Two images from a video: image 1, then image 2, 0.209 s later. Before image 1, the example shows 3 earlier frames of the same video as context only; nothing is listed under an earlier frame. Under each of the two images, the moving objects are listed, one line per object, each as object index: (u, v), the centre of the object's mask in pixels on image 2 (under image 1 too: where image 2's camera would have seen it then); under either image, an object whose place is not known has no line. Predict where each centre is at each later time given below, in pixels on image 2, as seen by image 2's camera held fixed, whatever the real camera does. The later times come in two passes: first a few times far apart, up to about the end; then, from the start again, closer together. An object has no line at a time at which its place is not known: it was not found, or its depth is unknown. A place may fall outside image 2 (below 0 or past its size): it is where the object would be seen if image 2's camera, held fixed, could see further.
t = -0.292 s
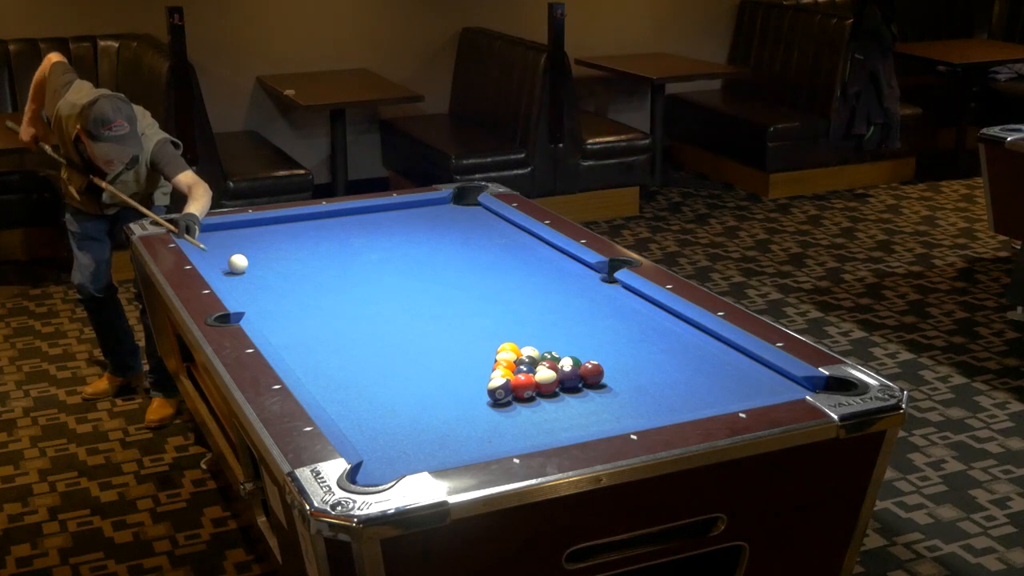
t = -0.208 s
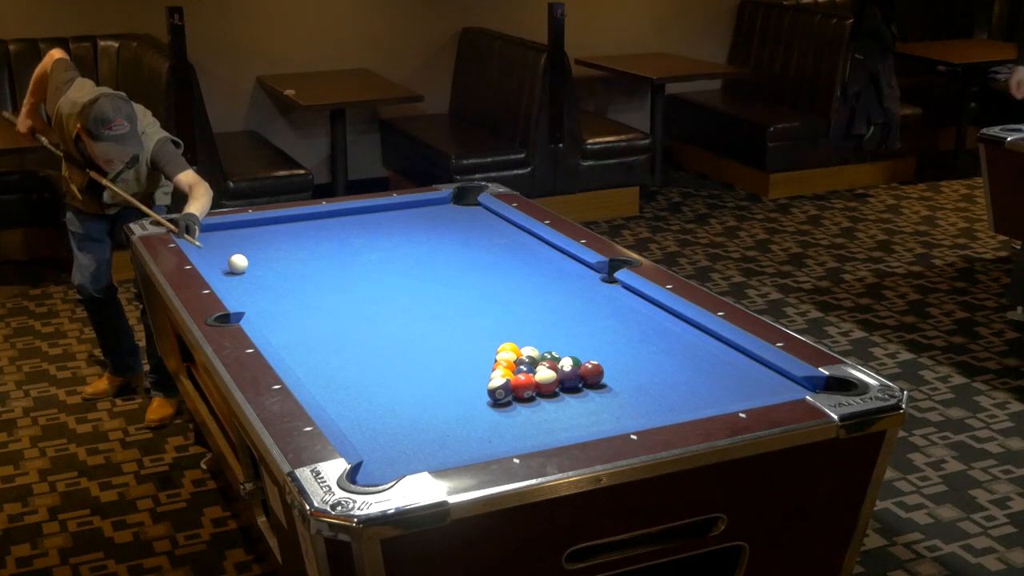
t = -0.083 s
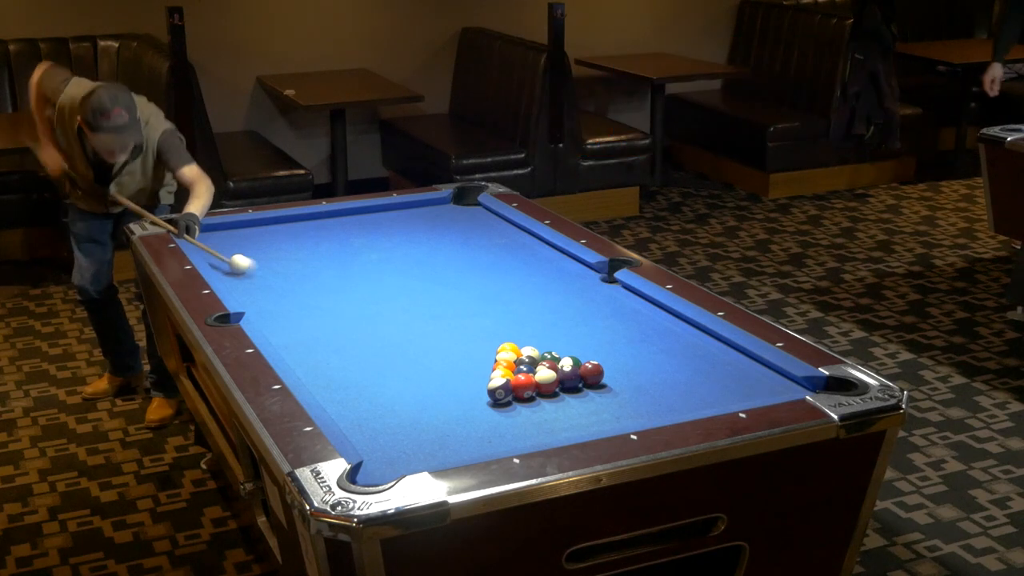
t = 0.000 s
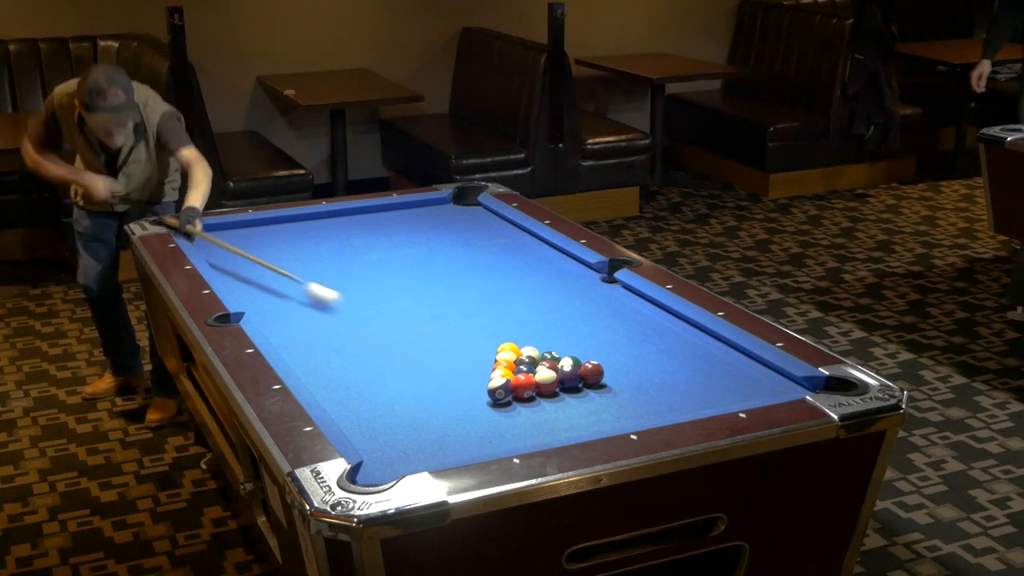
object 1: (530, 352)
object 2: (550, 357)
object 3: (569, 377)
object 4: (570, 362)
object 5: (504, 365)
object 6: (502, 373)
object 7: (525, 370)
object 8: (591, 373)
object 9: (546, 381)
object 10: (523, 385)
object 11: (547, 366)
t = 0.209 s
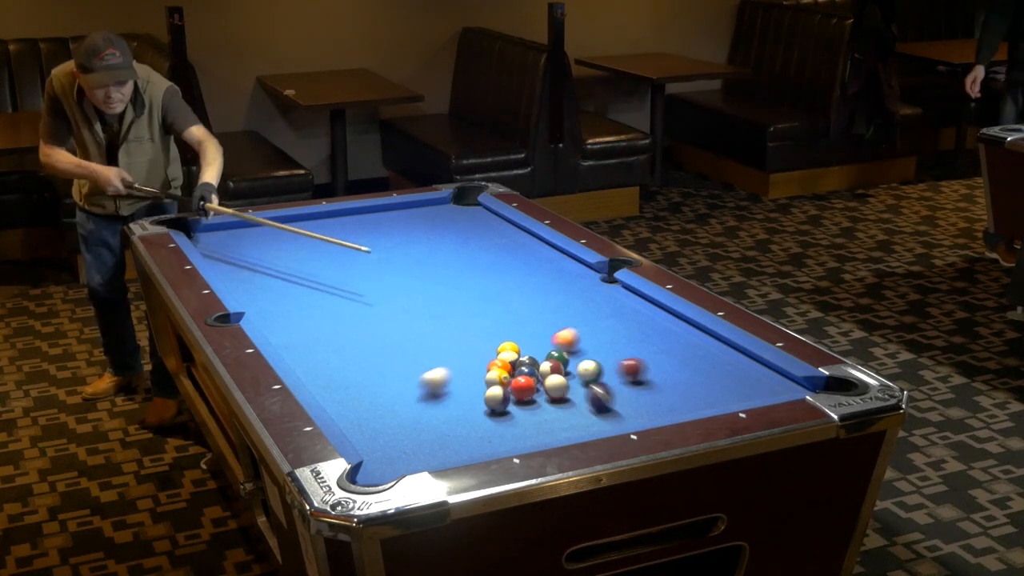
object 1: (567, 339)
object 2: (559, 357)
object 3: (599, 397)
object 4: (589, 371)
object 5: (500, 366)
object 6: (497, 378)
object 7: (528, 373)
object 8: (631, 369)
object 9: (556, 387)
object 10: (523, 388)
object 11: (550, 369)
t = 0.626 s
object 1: (584, 302)
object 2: (591, 352)
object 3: (615, 385)
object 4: (683, 390)
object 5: (475, 365)
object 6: (476, 381)
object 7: (534, 382)
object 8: (728, 370)
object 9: (577, 414)
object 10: (522, 400)
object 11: (565, 369)
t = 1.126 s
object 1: (436, 301)
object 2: (618, 331)
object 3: (624, 349)
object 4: (747, 390)
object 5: (453, 365)
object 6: (460, 382)
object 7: (536, 386)
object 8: (646, 399)
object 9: (551, 432)
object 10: (523, 411)
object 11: (577, 367)
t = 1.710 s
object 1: (276, 300)
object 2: (637, 305)
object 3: (643, 333)
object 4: (756, 370)
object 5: (441, 365)
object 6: (452, 381)
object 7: (536, 386)
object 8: (620, 384)
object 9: (512, 428)
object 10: (526, 415)
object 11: (577, 367)
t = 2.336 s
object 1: (289, 287)
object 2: (605, 294)
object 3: (657, 320)
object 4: (737, 361)
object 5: (439, 366)
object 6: (453, 381)
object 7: (536, 386)
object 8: (602, 370)
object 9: (482, 424)
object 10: (521, 418)
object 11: (577, 367)
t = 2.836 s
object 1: (325, 278)
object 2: (578, 290)
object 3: (664, 314)
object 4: (722, 359)
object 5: (439, 366)
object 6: (453, 381)
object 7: (536, 386)
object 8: (602, 364)
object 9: (467, 421)
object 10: (521, 418)
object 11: (575, 364)
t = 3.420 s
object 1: (356, 269)
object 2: (558, 287)
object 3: (659, 312)
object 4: (716, 358)
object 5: (439, 366)
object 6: (453, 380)
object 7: (536, 386)
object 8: (604, 363)
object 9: (461, 421)
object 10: (521, 418)
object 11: (574, 364)
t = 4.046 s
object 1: (379, 263)
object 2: (548, 285)
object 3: (659, 313)
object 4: (717, 358)
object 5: (439, 366)
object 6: (453, 381)
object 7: (536, 386)
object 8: (604, 363)
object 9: (461, 421)
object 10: (521, 418)
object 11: (574, 364)
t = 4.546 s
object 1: (389, 261)
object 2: (548, 285)
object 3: (659, 313)
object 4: (717, 358)
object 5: (439, 366)
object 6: (453, 381)
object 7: (536, 386)
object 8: (604, 363)
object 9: (461, 421)
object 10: (521, 418)
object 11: (574, 364)
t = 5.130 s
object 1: (392, 260)
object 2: (548, 285)
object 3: (659, 313)
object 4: (717, 358)
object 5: (439, 366)
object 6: (453, 381)
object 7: (536, 386)
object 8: (604, 363)
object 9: (461, 421)
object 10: (521, 418)
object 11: (574, 364)
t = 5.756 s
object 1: (392, 260)
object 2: (548, 285)
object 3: (659, 313)
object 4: (717, 358)
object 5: (439, 366)
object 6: (453, 380)
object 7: (536, 386)
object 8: (604, 363)
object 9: (461, 421)
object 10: (521, 418)
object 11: (574, 364)
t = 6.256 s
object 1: (392, 260)
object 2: (548, 285)
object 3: (659, 313)
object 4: (717, 358)
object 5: (439, 366)
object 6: (453, 380)
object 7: (536, 386)
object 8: (604, 363)
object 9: (461, 421)
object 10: (521, 418)
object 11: (574, 364)
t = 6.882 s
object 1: (392, 260)
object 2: (548, 285)
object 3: (659, 313)
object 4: (717, 358)
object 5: (439, 366)
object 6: (453, 380)
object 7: (536, 386)
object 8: (604, 363)
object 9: (461, 421)
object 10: (521, 418)
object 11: (574, 364)
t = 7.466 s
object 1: (392, 260)
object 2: (548, 285)
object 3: (659, 313)
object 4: (717, 358)
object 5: (439, 366)
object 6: (453, 380)
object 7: (536, 386)
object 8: (604, 363)
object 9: (461, 421)
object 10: (521, 418)
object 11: (574, 364)
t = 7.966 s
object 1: (392, 260)
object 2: (548, 285)
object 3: (659, 313)
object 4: (717, 358)
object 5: (439, 366)
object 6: (453, 380)
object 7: (536, 386)
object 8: (604, 363)
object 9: (461, 421)
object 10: (521, 418)
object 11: (574, 364)
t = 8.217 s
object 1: (392, 260)
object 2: (548, 285)
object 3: (659, 313)
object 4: (716, 358)
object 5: (439, 366)
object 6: (453, 380)
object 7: (536, 386)
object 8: (604, 363)
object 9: (461, 421)
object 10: (521, 418)
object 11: (574, 364)
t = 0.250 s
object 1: (584, 332)
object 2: (563, 357)
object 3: (616, 410)
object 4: (599, 373)
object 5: (497, 365)
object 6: (495, 379)
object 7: (529, 374)
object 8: (651, 368)
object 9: (560, 390)
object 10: (523, 389)
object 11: (552, 369)
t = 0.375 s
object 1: (627, 310)
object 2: (572, 356)
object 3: (625, 413)
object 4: (627, 379)
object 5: (489, 365)
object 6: (488, 381)
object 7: (530, 377)
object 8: (704, 363)
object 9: (575, 398)
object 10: (523, 393)
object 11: (557, 370)
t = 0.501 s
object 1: (624, 302)
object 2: (581, 354)
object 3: (614, 399)
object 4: (654, 384)
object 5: (482, 365)
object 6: (482, 381)
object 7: (532, 379)
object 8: (749, 361)
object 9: (582, 406)
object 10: (522, 397)
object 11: (562, 369)
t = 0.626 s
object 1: (584, 302)
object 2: (591, 352)
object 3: (615, 385)
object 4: (683, 390)
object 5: (475, 365)
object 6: (476, 381)
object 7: (534, 382)
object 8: (728, 370)
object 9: (577, 414)
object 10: (522, 400)
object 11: (565, 369)
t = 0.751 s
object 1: (546, 301)
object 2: (600, 350)
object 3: (616, 372)
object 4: (709, 395)
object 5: (469, 365)
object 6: (471, 382)
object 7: (535, 383)
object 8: (706, 375)
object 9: (573, 422)
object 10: (524, 400)
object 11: (569, 368)
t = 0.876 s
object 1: (509, 301)
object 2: (607, 345)
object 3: (616, 360)
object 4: (736, 396)
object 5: (463, 365)
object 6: (466, 382)
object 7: (536, 384)
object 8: (685, 387)
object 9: (567, 428)
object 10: (522, 406)
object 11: (572, 368)
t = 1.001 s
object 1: (472, 301)
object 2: (612, 337)
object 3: (619, 353)
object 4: (744, 394)
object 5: (458, 365)
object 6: (463, 382)
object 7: (536, 386)
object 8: (664, 397)
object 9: (562, 431)
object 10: (522, 408)
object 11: (575, 367)
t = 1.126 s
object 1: (436, 301)
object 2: (618, 331)
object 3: (624, 349)
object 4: (747, 390)
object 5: (453, 365)
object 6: (460, 382)
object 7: (536, 386)
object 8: (646, 399)
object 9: (551, 432)
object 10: (523, 411)
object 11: (577, 367)
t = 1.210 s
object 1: (412, 300)
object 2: (621, 327)
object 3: (627, 346)
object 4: (748, 388)
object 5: (451, 365)
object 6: (458, 382)
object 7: (536, 386)
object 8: (642, 397)
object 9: (545, 432)
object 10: (523, 412)
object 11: (577, 367)
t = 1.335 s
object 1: (377, 300)
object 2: (626, 322)
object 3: (632, 342)
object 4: (750, 383)
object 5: (447, 365)
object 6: (455, 382)
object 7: (536, 386)
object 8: (636, 393)
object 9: (536, 432)
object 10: (522, 413)
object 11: (578, 367)
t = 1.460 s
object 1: (343, 300)
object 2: (630, 316)
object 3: (636, 339)
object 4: (752, 378)
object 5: (445, 366)
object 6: (454, 382)
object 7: (536, 386)
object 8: (631, 390)
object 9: (527, 430)
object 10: (522, 412)
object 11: (578, 367)
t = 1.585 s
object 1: (310, 300)
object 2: (633, 310)
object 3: (639, 336)
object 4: (754, 374)
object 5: (443, 366)
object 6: (453, 381)
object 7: (536, 386)
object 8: (625, 387)
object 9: (520, 429)
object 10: (525, 412)
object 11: (577, 367)
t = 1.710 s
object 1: (276, 300)
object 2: (637, 305)
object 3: (643, 333)
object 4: (756, 370)
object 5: (441, 365)
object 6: (452, 381)
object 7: (536, 386)
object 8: (620, 384)
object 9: (512, 428)
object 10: (526, 415)
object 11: (577, 367)
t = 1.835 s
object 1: (246, 299)
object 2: (640, 299)
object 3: (646, 330)
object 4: (757, 366)
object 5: (440, 365)
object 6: (453, 381)
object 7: (536, 386)
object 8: (616, 381)
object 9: (505, 427)
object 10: (524, 417)
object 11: (577, 367)
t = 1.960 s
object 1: (257, 296)
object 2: (630, 298)
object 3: (649, 327)
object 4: (754, 364)
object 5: (439, 366)
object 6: (453, 381)
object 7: (536, 386)
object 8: (613, 378)
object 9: (498, 426)
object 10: (522, 418)
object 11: (577, 365)
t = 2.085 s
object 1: (269, 293)
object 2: (621, 297)
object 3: (652, 325)
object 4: (748, 363)
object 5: (439, 366)
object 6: (453, 381)
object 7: (536, 386)
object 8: (609, 375)
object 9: (492, 425)
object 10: (521, 418)
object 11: (578, 366)
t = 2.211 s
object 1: (279, 290)
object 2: (613, 295)
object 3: (654, 322)
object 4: (742, 362)
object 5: (439, 366)
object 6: (453, 381)
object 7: (536, 386)
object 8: (605, 372)
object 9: (487, 424)
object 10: (521, 418)
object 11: (577, 367)
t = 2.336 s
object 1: (289, 287)
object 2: (605, 294)
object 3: (657, 320)
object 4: (737, 361)
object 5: (439, 366)
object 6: (453, 381)
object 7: (536, 386)
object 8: (602, 370)
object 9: (482, 424)
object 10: (521, 418)
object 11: (577, 367)
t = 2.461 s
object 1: (299, 285)
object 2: (597, 293)
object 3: (658, 319)
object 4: (733, 361)
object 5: (439, 366)
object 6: (453, 381)
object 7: (536, 386)
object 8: (601, 368)
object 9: (477, 423)
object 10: (521, 418)
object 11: (576, 366)
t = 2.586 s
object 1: (308, 283)
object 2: (590, 292)
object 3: (661, 316)
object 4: (728, 360)
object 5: (439, 366)
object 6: (453, 381)
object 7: (536, 386)
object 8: (601, 367)
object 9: (474, 422)
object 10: (521, 418)
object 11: (575, 366)
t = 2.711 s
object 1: (317, 280)
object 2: (584, 291)
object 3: (662, 315)
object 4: (725, 359)
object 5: (439, 366)
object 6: (453, 381)
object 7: (536, 386)
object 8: (602, 365)
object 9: (470, 422)
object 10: (521, 418)
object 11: (575, 365)
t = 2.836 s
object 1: (325, 278)
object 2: (578, 290)
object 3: (664, 314)
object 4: (722, 359)
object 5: (439, 366)
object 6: (453, 381)
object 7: (536, 386)
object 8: (602, 364)
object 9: (467, 421)
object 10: (521, 418)
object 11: (575, 364)
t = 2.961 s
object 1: (333, 276)
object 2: (573, 290)
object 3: (664, 313)
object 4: (720, 358)
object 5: (439, 366)
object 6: (453, 381)
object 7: (536, 386)
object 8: (603, 363)
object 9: (465, 421)
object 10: (521, 418)
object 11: (574, 364)
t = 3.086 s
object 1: (339, 274)
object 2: (568, 289)
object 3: (662, 313)
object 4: (718, 358)
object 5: (439, 366)
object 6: (453, 381)
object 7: (536, 386)
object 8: (603, 363)
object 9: (463, 421)
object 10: (521, 418)
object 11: (574, 364)
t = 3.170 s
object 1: (343, 273)
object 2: (565, 288)
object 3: (661, 313)
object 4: (717, 358)
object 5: (439, 366)
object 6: (453, 381)
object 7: (536, 386)
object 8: (604, 363)
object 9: (462, 421)
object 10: (521, 418)
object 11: (574, 364)
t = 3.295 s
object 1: (350, 271)
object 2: (561, 288)
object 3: (660, 313)
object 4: (716, 357)
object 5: (439, 366)
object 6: (453, 380)
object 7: (536, 386)
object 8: (604, 363)
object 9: (461, 421)
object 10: (521, 418)
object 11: (574, 364)
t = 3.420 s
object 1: (356, 269)
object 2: (558, 287)
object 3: (659, 312)
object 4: (716, 358)
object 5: (439, 366)
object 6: (453, 380)
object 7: (536, 386)
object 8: (604, 363)
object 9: (461, 421)
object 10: (521, 418)
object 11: (574, 364)
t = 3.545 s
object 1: (361, 268)
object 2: (555, 286)
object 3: (659, 312)
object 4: (717, 358)
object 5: (439, 366)
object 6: (453, 380)
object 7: (536, 386)
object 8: (604, 363)
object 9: (461, 421)
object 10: (521, 418)
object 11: (574, 364)
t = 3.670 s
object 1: (366, 267)
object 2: (552, 286)
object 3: (659, 313)
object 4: (717, 358)
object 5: (439, 366)
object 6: (453, 380)
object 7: (536, 386)
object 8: (604, 363)
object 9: (461, 421)
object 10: (521, 418)
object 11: (574, 364)
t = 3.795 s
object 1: (370, 265)
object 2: (551, 286)
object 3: (659, 312)
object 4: (717, 358)
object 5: (439, 366)
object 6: (453, 380)
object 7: (536, 386)
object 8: (604, 363)
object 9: (461, 421)
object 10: (521, 418)
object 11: (574, 364)
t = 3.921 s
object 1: (375, 264)
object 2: (549, 285)
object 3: (659, 312)
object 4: (717, 358)
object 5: (439, 366)
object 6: (453, 381)
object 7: (536, 386)
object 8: (604, 363)
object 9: (461, 421)
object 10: (521, 418)
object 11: (574, 364)
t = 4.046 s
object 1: (379, 263)
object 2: (548, 285)
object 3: (659, 313)
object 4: (717, 358)
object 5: (439, 366)
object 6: (453, 381)
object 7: (536, 386)
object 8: (604, 363)
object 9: (461, 421)
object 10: (521, 418)
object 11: (574, 364)
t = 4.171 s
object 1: (382, 263)
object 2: (548, 285)
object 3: (659, 313)
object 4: (717, 358)
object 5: (439, 366)
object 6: (453, 381)
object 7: (536, 386)
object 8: (603, 363)
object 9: (461, 421)
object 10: (521, 418)
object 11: (574, 364)
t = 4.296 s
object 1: (384, 262)
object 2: (548, 285)
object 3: (659, 313)
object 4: (717, 358)
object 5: (439, 366)
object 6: (453, 381)
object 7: (536, 386)
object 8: (604, 363)
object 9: (461, 421)
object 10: (521, 418)
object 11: (574, 364)
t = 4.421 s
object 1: (387, 261)
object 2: (548, 285)
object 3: (659, 313)
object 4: (717, 358)
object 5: (439, 366)
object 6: (453, 381)
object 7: (536, 386)
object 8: (604, 363)
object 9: (461, 421)
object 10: (521, 418)
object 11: (574, 364)
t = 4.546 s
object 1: (389, 261)
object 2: (548, 285)
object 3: (659, 313)
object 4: (717, 358)
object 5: (439, 366)
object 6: (453, 381)
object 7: (536, 386)
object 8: (604, 363)
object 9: (461, 421)
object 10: (521, 418)
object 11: (574, 364)
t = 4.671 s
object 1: (391, 260)
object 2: (548, 285)
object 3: (659, 313)
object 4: (717, 358)
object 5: (439, 366)
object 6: (453, 381)
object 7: (536, 386)
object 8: (604, 363)
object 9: (461, 421)
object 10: (521, 418)
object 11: (574, 364)
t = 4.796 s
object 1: (392, 260)
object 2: (548, 285)
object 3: (659, 313)
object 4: (717, 358)
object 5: (439, 366)
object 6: (453, 381)
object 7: (536, 386)
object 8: (604, 363)
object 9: (461, 421)
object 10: (521, 418)
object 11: (574, 364)
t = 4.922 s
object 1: (393, 260)
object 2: (548, 285)
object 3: (659, 313)
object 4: (717, 358)
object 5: (439, 366)
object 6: (453, 381)
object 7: (536, 386)
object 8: (604, 363)
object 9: (461, 421)
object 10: (521, 418)
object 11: (574, 364)
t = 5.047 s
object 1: (392, 260)
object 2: (548, 285)
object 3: (659, 313)
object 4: (717, 358)
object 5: (439, 366)
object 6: (453, 381)
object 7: (536, 386)
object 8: (604, 363)
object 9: (461, 421)
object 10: (521, 418)
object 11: (574, 364)
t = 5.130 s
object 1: (392, 260)
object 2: (548, 285)
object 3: (659, 313)
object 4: (717, 358)
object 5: (439, 366)
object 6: (453, 381)
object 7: (536, 386)
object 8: (604, 363)
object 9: (461, 421)
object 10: (521, 418)
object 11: (574, 364)
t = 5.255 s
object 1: (392, 260)
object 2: (548, 285)
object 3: (659, 313)
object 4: (717, 358)
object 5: (439, 366)
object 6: (453, 381)
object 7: (536, 386)
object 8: (604, 363)
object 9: (461, 421)
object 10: (521, 418)
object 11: (574, 364)
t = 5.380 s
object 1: (392, 260)
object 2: (548, 285)
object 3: (659, 313)
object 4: (717, 358)
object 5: (439, 366)
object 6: (453, 381)
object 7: (536, 386)
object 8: (604, 363)
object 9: (461, 421)
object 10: (521, 418)
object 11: (574, 364)
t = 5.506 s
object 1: (392, 260)
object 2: (548, 285)
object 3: (659, 313)
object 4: (717, 358)
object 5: (439, 366)
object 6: (453, 381)
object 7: (536, 386)
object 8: (604, 363)
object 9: (461, 421)
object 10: (521, 418)
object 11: (574, 364)
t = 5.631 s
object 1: (392, 260)
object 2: (548, 285)
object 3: (659, 313)
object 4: (717, 358)
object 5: (439, 366)
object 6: (453, 381)
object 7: (536, 386)
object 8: (604, 363)
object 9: (461, 421)
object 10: (521, 418)
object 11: (574, 364)
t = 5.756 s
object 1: (392, 260)
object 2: (548, 285)
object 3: (659, 313)
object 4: (717, 358)
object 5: (439, 366)
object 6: (453, 380)
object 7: (536, 386)
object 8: (604, 363)
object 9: (461, 421)
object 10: (521, 418)
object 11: (574, 364)
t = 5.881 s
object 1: (392, 260)
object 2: (548, 285)
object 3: (659, 313)
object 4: (717, 358)
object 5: (439, 366)
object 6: (453, 380)
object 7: (536, 386)
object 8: (604, 363)
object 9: (461, 421)
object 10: (521, 418)
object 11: (574, 364)
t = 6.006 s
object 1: (392, 260)
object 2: (548, 285)
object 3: (659, 313)
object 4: (717, 358)
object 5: (439, 366)
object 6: (453, 380)
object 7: (536, 386)
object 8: (604, 363)
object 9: (461, 421)
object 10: (521, 418)
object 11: (574, 364)
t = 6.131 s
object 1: (392, 260)
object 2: (548, 285)
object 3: (659, 313)
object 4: (717, 358)
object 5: (439, 366)
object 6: (453, 380)
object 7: (536, 386)
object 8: (604, 363)
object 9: (461, 421)
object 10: (521, 418)
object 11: (574, 364)
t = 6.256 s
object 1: (392, 260)
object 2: (548, 285)
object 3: (659, 313)
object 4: (717, 358)
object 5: (439, 366)
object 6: (453, 380)
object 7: (536, 386)
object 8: (604, 363)
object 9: (461, 421)
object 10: (521, 418)
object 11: (574, 364)
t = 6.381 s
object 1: (392, 260)
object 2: (548, 285)
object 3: (659, 313)
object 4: (717, 358)
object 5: (439, 366)
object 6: (453, 380)
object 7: (536, 386)
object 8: (604, 363)
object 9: (461, 421)
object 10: (521, 418)
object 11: (574, 364)
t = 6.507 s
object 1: (392, 260)
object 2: (548, 285)
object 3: (659, 313)
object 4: (717, 358)
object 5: (439, 366)
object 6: (453, 380)
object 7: (536, 386)
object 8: (604, 363)
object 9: (461, 421)
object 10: (521, 418)
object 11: (574, 364)
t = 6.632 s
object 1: (392, 260)
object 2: (548, 285)
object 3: (659, 313)
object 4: (717, 358)
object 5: (439, 366)
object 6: (453, 380)
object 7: (536, 386)
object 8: (604, 363)
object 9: (461, 421)
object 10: (521, 418)
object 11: (574, 364)
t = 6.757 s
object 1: (392, 260)
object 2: (548, 285)
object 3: (659, 313)
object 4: (717, 358)
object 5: (439, 366)
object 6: (453, 380)
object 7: (536, 386)
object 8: (604, 363)
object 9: (461, 421)
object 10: (521, 418)
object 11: (574, 364)
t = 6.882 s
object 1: (392, 260)
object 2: (548, 285)
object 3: (659, 313)
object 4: (717, 358)
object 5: (439, 366)
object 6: (453, 380)
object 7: (536, 386)
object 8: (604, 363)
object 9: (461, 421)
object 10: (521, 418)
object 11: (574, 364)
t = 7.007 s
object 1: (392, 260)
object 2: (548, 285)
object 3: (659, 313)
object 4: (717, 358)
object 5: (439, 366)
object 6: (453, 380)
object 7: (536, 386)
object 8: (604, 363)
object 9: (461, 421)
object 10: (521, 418)
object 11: (574, 364)
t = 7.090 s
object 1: (392, 260)
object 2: (548, 285)
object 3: (659, 313)
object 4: (717, 358)
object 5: (439, 366)
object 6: (453, 380)
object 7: (536, 386)
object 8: (604, 363)
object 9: (461, 421)
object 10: (521, 418)
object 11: (574, 364)
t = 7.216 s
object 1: (392, 259)
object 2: (548, 285)
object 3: (659, 313)
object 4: (717, 358)
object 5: (439, 366)
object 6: (453, 381)
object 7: (536, 386)
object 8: (604, 363)
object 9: (461, 421)
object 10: (521, 418)
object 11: (574, 364)
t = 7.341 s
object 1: (392, 259)
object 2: (548, 285)
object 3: (659, 313)
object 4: (717, 358)
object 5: (439, 366)
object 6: (453, 381)
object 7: (536, 386)
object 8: (604, 363)
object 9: (461, 421)
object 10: (521, 418)
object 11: (574, 364)
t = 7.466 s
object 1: (392, 260)
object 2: (548, 285)
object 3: (659, 313)
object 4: (717, 358)
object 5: (439, 366)
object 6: (453, 380)
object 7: (536, 386)
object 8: (604, 363)
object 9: (461, 421)
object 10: (521, 418)
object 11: (574, 364)
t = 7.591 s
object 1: (392, 260)
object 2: (548, 285)
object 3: (659, 313)
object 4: (717, 358)
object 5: (439, 366)
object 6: (453, 380)
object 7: (536, 386)
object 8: (604, 363)
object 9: (461, 421)
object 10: (521, 418)
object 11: (574, 364)
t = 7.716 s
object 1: (392, 260)
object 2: (548, 285)
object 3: (659, 313)
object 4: (717, 358)
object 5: (439, 366)
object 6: (453, 380)
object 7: (536, 386)
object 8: (604, 363)
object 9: (461, 421)
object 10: (521, 418)
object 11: (574, 364)
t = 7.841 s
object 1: (392, 260)
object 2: (548, 285)
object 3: (659, 313)
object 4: (717, 358)
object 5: (439, 366)
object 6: (453, 380)
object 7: (536, 386)
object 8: (604, 363)
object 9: (461, 421)
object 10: (521, 418)
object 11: (574, 364)
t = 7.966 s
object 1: (392, 260)
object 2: (548, 285)
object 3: (659, 313)
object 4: (717, 358)
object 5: (439, 366)
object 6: (453, 380)
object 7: (536, 386)
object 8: (604, 363)
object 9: (461, 421)
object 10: (521, 418)
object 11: (574, 364)
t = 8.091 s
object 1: (392, 260)
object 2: (548, 285)
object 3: (659, 313)
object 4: (717, 358)
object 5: (439, 366)
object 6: (453, 380)
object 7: (536, 386)
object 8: (604, 363)
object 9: (461, 421)
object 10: (521, 418)
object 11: (574, 364)
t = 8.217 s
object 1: (392, 260)
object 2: (548, 285)
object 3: (659, 313)
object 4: (716, 358)
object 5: (439, 366)
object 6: (453, 380)
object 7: (536, 386)
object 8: (604, 363)
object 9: (461, 421)
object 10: (521, 418)
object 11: (574, 364)
